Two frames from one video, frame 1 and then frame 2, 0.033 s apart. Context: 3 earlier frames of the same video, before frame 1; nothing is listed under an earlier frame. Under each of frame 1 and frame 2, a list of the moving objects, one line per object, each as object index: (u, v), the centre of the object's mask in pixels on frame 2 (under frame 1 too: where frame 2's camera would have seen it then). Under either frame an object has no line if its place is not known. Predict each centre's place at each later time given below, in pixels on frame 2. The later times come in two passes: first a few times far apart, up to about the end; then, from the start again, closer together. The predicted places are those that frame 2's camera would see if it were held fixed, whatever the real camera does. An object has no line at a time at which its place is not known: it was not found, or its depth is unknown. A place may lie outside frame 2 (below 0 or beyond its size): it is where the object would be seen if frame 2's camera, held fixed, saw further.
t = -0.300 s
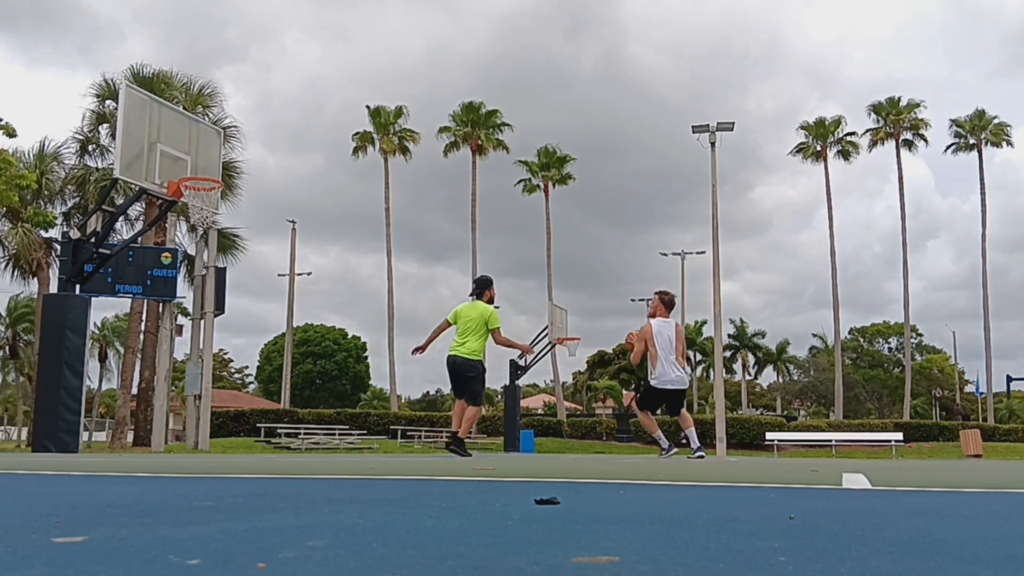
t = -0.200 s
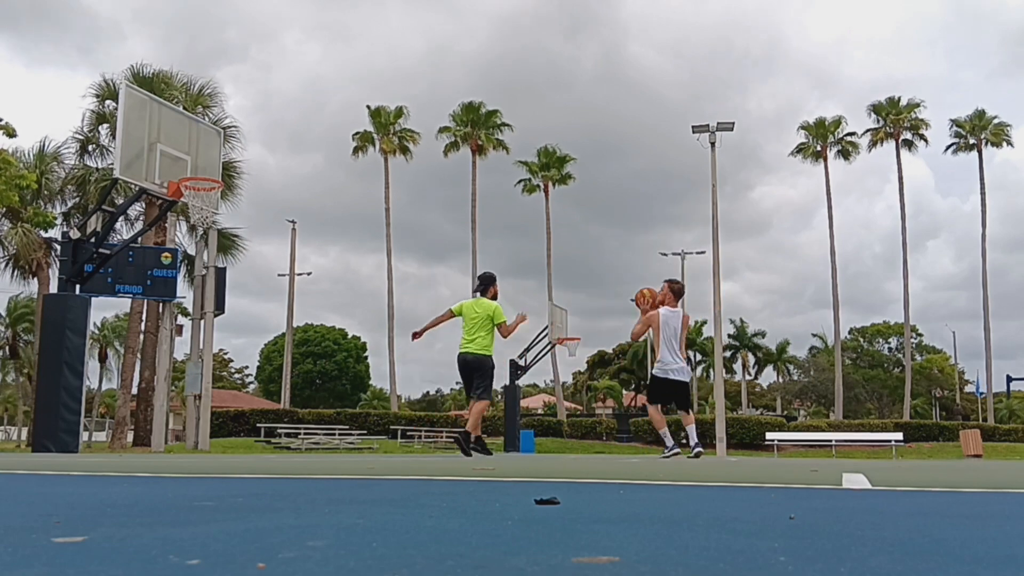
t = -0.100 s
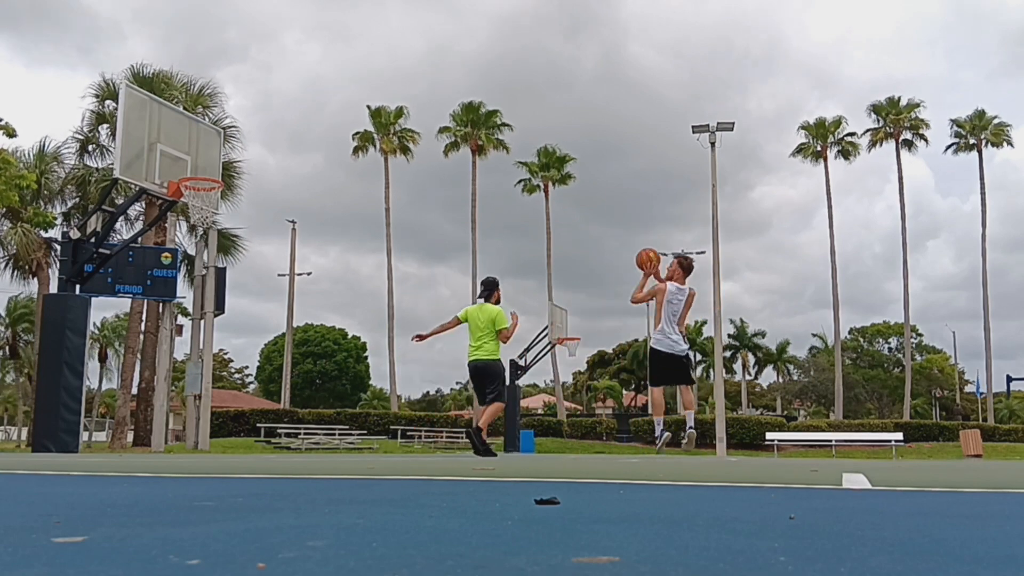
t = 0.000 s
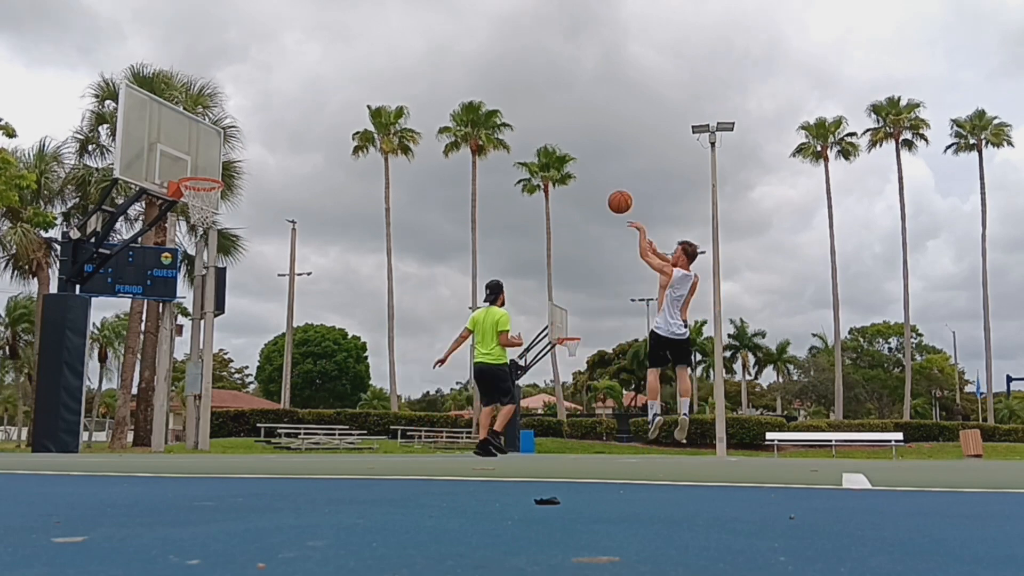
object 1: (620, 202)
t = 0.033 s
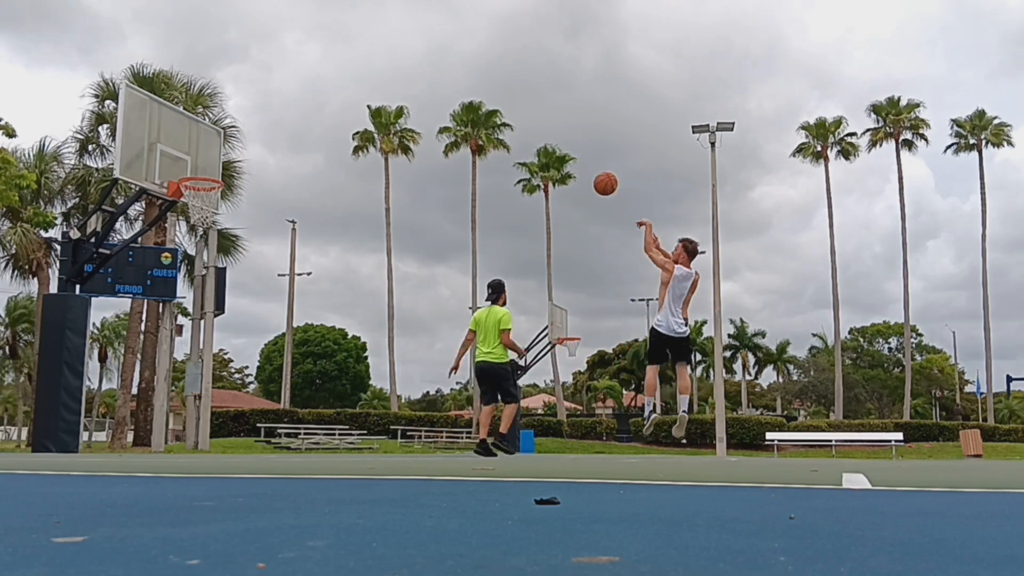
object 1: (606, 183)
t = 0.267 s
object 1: (509, 90)
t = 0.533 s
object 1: (410, 50)
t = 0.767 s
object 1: (329, 68)
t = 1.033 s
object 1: (240, 143)
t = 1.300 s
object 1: (181, 198)
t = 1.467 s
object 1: (187, 207)
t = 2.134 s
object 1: (254, 429)
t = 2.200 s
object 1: (261, 427)
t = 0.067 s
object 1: (591, 166)
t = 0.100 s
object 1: (577, 150)
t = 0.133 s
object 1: (563, 136)
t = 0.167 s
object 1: (550, 123)
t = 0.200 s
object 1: (536, 111)
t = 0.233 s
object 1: (523, 99)
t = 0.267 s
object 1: (509, 90)
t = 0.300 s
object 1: (497, 81)
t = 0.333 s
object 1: (484, 73)
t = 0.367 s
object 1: (471, 67)
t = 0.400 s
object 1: (459, 61)
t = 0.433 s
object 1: (446, 57)
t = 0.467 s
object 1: (434, 54)
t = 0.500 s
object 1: (422, 51)
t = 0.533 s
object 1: (410, 50)
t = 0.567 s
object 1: (398, 50)
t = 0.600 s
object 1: (386, 50)
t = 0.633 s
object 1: (375, 52)
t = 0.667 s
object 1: (363, 54)
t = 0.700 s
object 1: (352, 58)
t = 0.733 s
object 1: (340, 62)
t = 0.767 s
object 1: (329, 68)
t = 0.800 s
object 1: (317, 74)
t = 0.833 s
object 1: (306, 81)
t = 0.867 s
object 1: (295, 89)
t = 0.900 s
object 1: (284, 98)
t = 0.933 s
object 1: (273, 108)
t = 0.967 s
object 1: (262, 119)
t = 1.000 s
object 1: (251, 130)
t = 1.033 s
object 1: (240, 143)
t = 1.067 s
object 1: (229, 157)
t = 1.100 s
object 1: (219, 170)
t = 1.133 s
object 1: (209, 184)
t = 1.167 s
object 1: (198, 194)
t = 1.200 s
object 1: (192, 197)
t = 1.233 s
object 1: (184, 197)
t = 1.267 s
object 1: (183, 198)
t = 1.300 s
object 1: (181, 198)
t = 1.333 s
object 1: (181, 197)
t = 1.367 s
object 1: (181, 198)
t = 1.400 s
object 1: (182, 200)
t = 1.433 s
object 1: (184, 204)
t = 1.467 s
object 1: (187, 207)
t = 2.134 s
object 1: (254, 429)
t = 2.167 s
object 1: (258, 443)
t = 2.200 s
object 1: (261, 427)
